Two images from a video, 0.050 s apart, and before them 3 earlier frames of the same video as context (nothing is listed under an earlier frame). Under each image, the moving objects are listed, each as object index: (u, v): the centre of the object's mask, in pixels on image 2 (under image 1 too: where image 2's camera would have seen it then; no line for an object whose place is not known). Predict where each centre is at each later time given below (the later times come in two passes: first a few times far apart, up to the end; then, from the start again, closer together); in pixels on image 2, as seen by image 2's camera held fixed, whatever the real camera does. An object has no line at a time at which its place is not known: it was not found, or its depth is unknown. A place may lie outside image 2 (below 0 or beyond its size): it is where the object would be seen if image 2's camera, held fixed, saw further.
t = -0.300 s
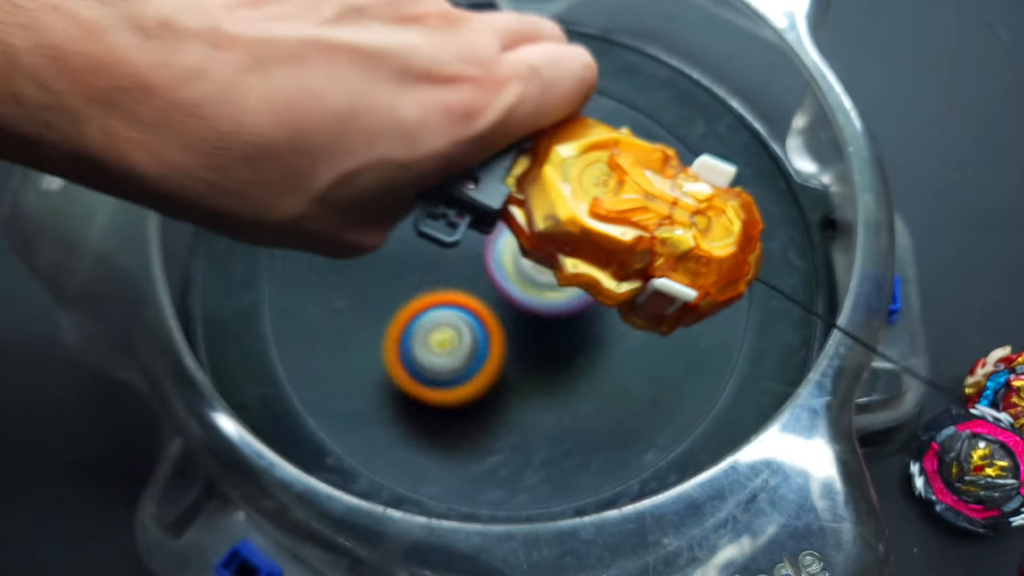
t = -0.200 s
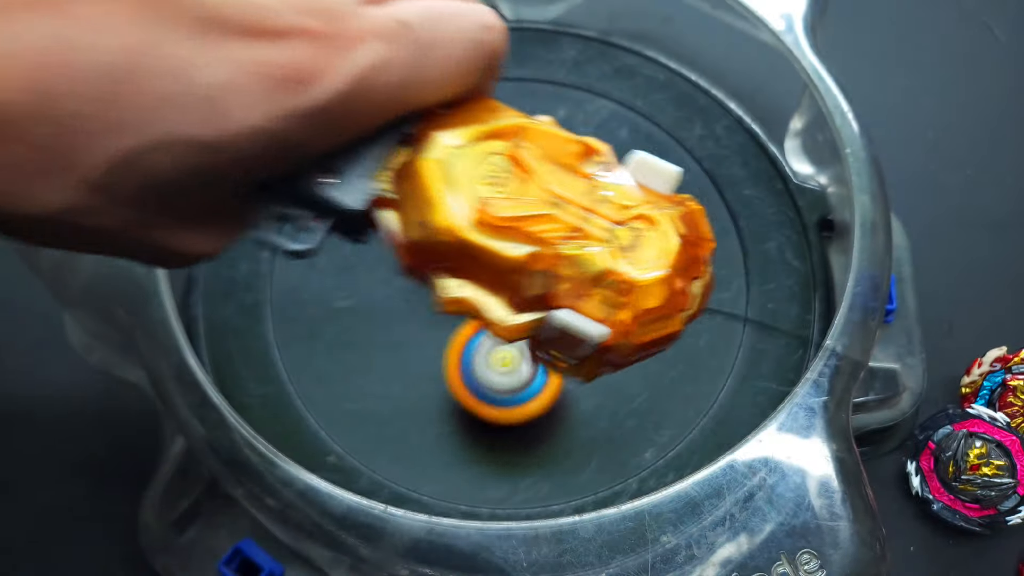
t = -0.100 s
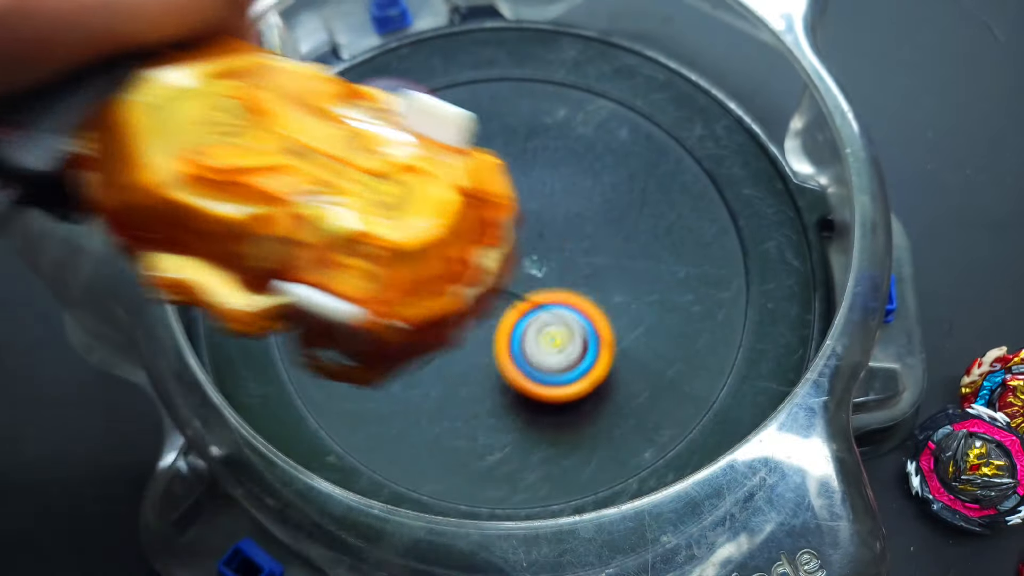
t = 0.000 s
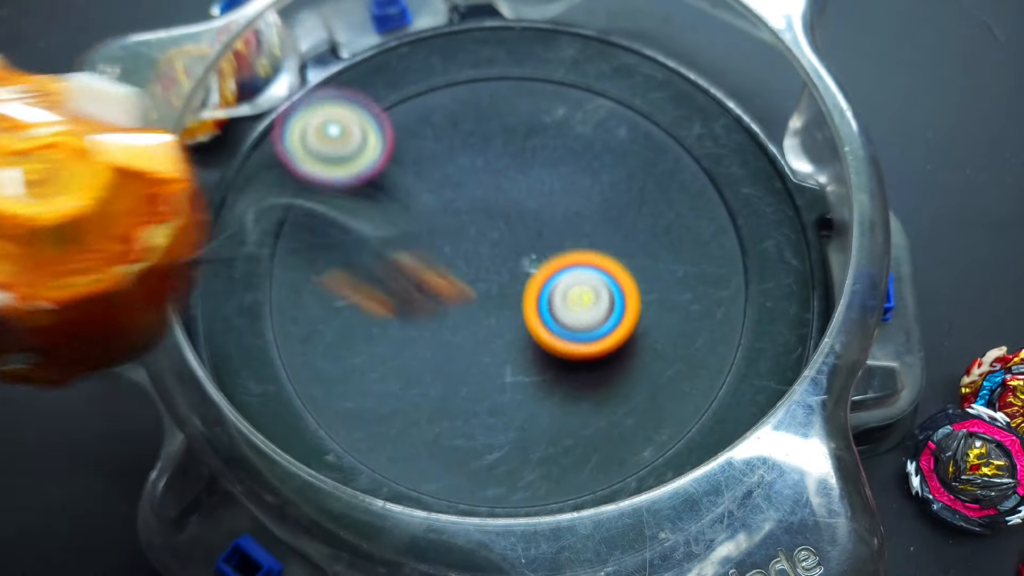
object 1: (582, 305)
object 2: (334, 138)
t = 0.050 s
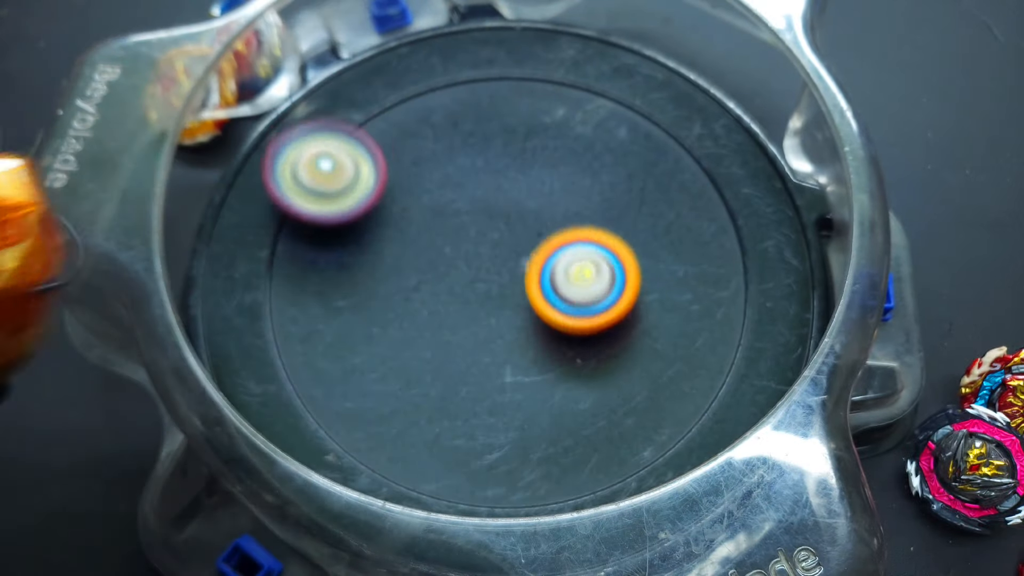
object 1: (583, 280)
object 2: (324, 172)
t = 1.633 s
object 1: (468, 371)
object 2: (334, 130)
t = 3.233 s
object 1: (429, 210)
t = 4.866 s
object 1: (517, 220)
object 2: (369, 286)
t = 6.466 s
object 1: (511, 278)
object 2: (580, 137)
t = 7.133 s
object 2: (707, 373)
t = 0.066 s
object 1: (583, 271)
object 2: (322, 186)
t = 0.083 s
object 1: (580, 264)
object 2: (319, 199)
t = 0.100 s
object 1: (578, 257)
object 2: (316, 212)
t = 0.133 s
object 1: (571, 244)
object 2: (310, 243)
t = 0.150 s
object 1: (566, 239)
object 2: (309, 258)
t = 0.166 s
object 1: (560, 233)
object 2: (308, 276)
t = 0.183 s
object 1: (554, 231)
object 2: (311, 296)
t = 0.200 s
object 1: (547, 228)
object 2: (316, 314)
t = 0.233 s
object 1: (531, 224)
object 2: (339, 350)
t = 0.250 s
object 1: (522, 224)
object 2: (355, 365)
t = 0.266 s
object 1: (513, 224)
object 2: (374, 379)
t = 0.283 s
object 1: (505, 226)
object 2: (397, 390)
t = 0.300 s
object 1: (496, 228)
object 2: (419, 397)
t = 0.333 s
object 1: (479, 235)
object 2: (472, 405)
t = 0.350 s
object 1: (472, 239)
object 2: (497, 404)
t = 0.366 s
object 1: (463, 244)
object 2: (523, 400)
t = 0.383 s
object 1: (458, 250)
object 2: (549, 393)
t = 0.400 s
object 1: (452, 255)
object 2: (572, 385)
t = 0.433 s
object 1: (443, 269)
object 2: (619, 359)
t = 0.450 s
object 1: (440, 276)
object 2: (638, 345)
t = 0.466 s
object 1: (437, 284)
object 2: (656, 327)
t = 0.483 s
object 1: (437, 291)
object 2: (672, 308)
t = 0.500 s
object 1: (437, 299)
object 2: (685, 290)
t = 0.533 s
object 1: (440, 315)
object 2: (708, 244)
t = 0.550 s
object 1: (443, 323)
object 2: (715, 223)
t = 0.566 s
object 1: (448, 331)
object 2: (720, 199)
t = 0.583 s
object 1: (453, 337)
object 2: (723, 177)
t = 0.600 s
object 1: (460, 344)
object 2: (723, 156)
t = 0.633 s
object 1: (474, 354)
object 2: (697, 122)
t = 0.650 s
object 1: (483, 358)
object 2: (681, 110)
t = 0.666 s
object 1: (493, 361)
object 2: (661, 95)
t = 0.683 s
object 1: (502, 364)
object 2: (642, 84)
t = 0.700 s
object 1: (511, 365)
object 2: (621, 73)
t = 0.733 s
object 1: (532, 364)
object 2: (574, 61)
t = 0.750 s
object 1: (541, 362)
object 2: (548, 58)
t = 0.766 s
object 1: (550, 358)
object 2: (521, 57)
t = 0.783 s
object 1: (561, 354)
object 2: (495, 58)
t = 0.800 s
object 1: (568, 350)
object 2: (470, 60)
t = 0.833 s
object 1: (584, 336)
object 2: (418, 76)
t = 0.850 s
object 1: (590, 329)
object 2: (394, 88)
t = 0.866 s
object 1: (595, 321)
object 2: (367, 103)
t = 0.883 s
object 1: (599, 312)
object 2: (346, 118)
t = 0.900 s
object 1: (603, 304)
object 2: (326, 139)
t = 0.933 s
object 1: (606, 286)
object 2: (291, 184)
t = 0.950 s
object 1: (607, 277)
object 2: (281, 210)
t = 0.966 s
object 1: (607, 267)
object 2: (273, 238)
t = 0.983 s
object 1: (605, 259)
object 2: (270, 266)
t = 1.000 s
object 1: (601, 251)
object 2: (270, 293)
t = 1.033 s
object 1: (592, 235)
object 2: (284, 349)
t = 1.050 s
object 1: (586, 229)
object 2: (297, 373)
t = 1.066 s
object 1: (577, 222)
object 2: (315, 396)
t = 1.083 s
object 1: (569, 217)
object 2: (338, 416)
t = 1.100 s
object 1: (561, 213)
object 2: (361, 432)
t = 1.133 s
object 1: (540, 207)
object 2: (418, 456)
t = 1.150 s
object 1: (530, 205)
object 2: (446, 475)
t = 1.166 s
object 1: (519, 205)
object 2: (477, 468)
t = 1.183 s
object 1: (508, 205)
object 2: (512, 483)
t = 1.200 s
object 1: (497, 205)
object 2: (546, 480)
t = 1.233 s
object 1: (476, 209)
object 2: (613, 468)
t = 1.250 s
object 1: (465, 212)
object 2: (645, 456)
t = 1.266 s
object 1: (455, 216)
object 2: (665, 430)
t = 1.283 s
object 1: (446, 221)
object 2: (693, 410)
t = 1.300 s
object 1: (437, 226)
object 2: (714, 390)
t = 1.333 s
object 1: (422, 238)
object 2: (749, 337)
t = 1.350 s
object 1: (416, 245)
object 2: (759, 310)
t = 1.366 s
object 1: (410, 253)
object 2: (762, 274)
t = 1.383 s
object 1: (405, 261)
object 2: (758, 240)
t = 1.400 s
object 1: (403, 270)
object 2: (749, 211)
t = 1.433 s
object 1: (399, 289)
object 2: (715, 151)
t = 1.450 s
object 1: (399, 297)
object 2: (692, 125)
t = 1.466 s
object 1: (400, 307)
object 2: (663, 101)
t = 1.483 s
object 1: (402, 316)
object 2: (633, 84)
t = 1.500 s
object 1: (405, 325)
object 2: (600, 71)
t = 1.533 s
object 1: (417, 341)
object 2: (529, 62)
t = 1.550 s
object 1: (424, 348)
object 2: (493, 60)
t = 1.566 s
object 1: (430, 354)
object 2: (457, 66)
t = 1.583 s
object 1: (440, 359)
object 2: (423, 74)
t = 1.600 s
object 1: (449, 364)
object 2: (392, 91)
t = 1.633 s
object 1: (468, 371)
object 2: (334, 130)
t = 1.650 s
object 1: (478, 372)
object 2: (312, 153)
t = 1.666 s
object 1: (489, 372)
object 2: (292, 180)
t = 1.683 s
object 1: (499, 372)
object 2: (278, 206)
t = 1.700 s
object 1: (508, 371)
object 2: (269, 236)
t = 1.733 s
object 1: (529, 364)
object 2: (265, 299)
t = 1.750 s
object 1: (538, 359)
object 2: (270, 330)
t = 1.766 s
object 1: (546, 354)
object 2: (282, 358)
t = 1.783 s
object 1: (553, 347)
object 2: (301, 386)
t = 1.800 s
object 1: (560, 340)
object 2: (322, 408)
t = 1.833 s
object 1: (572, 324)
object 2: (375, 444)
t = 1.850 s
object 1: (575, 316)
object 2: (402, 471)
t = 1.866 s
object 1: (578, 306)
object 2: (433, 485)
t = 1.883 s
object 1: (581, 297)
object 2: (473, 494)
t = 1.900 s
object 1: (582, 288)
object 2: (512, 495)
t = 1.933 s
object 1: (580, 270)
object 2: (593, 484)
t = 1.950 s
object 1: (577, 262)
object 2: (630, 467)
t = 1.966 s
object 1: (574, 253)
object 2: (655, 435)
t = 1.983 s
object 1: (570, 246)
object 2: (691, 410)
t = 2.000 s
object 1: (564, 240)
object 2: (719, 383)
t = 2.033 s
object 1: (551, 227)
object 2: (755, 317)
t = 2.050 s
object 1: (544, 222)
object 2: (759, 281)
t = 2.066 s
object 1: (535, 219)
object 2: (756, 243)
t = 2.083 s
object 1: (526, 214)
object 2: (745, 209)
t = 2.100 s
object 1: (517, 211)
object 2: (730, 179)
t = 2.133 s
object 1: (498, 208)
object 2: (686, 124)
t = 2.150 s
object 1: (489, 208)
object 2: (660, 104)
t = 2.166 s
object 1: (478, 207)
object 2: (628, 84)
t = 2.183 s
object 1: (469, 208)
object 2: (596, 72)
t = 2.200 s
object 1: (460, 209)
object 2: (565, 64)
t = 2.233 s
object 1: (441, 214)
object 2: (494, 62)
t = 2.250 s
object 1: (433, 217)
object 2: (463, 65)
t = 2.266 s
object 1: (426, 221)
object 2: (428, 74)
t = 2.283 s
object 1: (418, 226)
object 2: (400, 85)
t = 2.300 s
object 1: (411, 232)
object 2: (373, 101)
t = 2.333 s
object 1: (401, 244)
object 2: (324, 138)
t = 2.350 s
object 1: (396, 251)
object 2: (306, 158)
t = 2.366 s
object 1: (393, 259)
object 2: (290, 183)
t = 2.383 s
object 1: (389, 267)
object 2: (278, 207)
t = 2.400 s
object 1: (388, 275)
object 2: (269, 233)
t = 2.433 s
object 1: (389, 293)
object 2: (261, 289)
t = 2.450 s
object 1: (390, 301)
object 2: (262, 316)
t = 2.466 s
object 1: (392, 308)
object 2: (271, 343)
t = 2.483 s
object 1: (397, 316)
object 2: (285, 370)
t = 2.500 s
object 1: (401, 324)
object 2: (302, 391)
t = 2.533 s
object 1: (413, 338)
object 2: (349, 431)
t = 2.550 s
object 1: (420, 343)
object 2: (376, 446)
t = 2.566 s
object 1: (428, 347)
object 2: (400, 475)
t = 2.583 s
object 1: (438, 352)
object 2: (434, 490)
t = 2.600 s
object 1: (447, 355)
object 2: (475, 495)
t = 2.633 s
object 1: (466, 358)
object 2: (555, 493)
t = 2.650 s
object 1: (477, 358)
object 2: (594, 482)
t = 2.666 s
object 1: (487, 357)
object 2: (630, 468)
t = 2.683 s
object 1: (497, 355)
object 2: (662, 431)
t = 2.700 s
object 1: (506, 352)
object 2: (693, 408)
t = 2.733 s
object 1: (524, 342)
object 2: (741, 347)
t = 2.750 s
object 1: (533, 337)
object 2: (753, 314)
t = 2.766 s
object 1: (540, 331)
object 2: (756, 277)
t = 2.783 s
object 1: (547, 324)
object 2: (752, 240)
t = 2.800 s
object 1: (552, 317)
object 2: (742, 210)
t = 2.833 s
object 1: (563, 299)
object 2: (707, 151)
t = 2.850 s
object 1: (565, 291)
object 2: (686, 127)
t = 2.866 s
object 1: (567, 283)
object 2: (658, 106)
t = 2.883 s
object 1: (568, 274)
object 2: (630, 88)
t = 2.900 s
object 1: (567, 265)
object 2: (601, 76)
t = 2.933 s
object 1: (564, 249)
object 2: (535, 63)
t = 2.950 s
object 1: (561, 241)
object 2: (504, 61)
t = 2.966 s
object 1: (556, 235)
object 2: (471, 63)
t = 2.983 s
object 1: (550, 228)
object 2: (442, 68)
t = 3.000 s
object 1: (545, 222)
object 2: (415, 78)
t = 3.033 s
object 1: (531, 212)
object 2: (364, 103)
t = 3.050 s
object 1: (523, 209)
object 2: (343, 119)
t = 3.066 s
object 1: (514, 206)
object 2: (322, 139)
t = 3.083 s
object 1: (505, 203)
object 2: (304, 157)
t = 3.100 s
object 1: (497, 201)
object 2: (290, 177)
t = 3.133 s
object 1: (479, 199)
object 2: (268, 224)
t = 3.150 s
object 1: (470, 199)
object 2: (263, 247)
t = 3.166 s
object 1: (461, 200)
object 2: (260, 273)
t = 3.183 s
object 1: (452, 201)
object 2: (262, 301)
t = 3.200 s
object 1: (444, 203)
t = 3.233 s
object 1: (429, 210)
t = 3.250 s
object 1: (422, 215)
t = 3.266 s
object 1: (416, 220)
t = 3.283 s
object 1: (411, 225)
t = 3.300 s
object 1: (407, 232)
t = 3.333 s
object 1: (402, 246)
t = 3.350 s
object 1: (401, 254)
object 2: (485, 494)
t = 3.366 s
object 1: (400, 262)
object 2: (520, 496)
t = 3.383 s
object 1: (402, 269)
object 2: (563, 493)
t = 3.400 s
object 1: (404, 277)
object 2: (601, 479)
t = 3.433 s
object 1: (412, 292)
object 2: (662, 430)
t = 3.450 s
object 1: (416, 299)
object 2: (692, 408)
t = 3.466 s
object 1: (422, 305)
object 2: (714, 386)
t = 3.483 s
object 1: (429, 310)
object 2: (735, 356)
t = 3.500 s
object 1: (437, 314)
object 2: (747, 327)
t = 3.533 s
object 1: (453, 321)
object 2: (752, 262)
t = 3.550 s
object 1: (461, 322)
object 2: (747, 233)
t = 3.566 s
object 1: (470, 323)
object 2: (737, 204)
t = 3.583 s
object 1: (479, 322)
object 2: (722, 176)
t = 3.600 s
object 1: (489, 321)
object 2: (707, 154)
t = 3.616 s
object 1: (498, 319)
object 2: (685, 130)
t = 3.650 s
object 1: (514, 313)
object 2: (642, 95)
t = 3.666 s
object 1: (521, 309)
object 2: (615, 81)
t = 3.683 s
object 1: (527, 303)
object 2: (589, 72)
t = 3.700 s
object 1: (533, 298)
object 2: (564, 66)
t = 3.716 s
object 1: (539, 292)
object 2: (535, 63)
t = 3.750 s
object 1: (546, 279)
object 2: (485, 61)
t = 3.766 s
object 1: (548, 273)
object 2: (461, 64)
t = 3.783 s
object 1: (549, 266)
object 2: (438, 67)
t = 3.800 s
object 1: (549, 259)
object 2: (419, 75)
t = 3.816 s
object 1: (549, 252)
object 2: (398, 84)
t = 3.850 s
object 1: (546, 242)
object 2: (362, 107)
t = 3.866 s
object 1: (545, 239)
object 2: (345, 122)
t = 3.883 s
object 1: (542, 236)
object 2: (332, 138)
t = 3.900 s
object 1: (538, 232)
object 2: (320, 156)
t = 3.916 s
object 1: (534, 228)
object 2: (311, 176)
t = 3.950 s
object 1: (525, 222)
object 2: (300, 220)
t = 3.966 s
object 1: (519, 219)
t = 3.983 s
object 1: (512, 217)
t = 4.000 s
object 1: (506, 216)
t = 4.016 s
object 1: (498, 215)
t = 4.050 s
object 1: (483, 213)
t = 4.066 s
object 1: (476, 214)
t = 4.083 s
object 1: (468, 215)
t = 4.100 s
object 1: (462, 217)
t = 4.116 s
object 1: (455, 221)
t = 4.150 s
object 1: (445, 228)
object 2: (495, 464)
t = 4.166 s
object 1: (441, 232)
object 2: (526, 484)
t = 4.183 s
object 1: (438, 238)
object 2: (562, 493)
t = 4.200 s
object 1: (436, 243)
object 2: (593, 482)
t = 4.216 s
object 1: (435, 249)
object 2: (619, 467)
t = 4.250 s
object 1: (435, 263)
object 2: (669, 425)
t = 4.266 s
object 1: (437, 268)
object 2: (690, 409)
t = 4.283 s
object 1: (440, 274)
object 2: (713, 387)
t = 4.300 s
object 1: (444, 280)
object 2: (729, 365)
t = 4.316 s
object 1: (449, 284)
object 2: (741, 341)
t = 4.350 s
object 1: (460, 293)
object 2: (752, 286)
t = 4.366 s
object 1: (466, 296)
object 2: (751, 261)
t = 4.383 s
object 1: (473, 299)
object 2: (747, 233)
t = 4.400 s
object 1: (480, 300)
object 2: (738, 210)
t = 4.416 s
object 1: (487, 300)
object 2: (729, 186)
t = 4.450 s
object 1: (503, 299)
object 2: (702, 147)
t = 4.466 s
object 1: (510, 298)
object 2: (684, 128)
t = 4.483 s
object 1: (517, 295)
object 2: (668, 112)
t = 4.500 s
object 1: (524, 293)
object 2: (650, 99)
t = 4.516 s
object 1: (529, 289)
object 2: (627, 89)
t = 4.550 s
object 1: (538, 280)
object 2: (590, 72)
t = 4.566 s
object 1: (542, 274)
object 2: (572, 66)
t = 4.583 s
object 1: (545, 269)
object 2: (554, 63)
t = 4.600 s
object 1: (547, 264)
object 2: (537, 62)
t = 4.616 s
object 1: (548, 258)
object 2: (518, 63)
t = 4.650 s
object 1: (546, 249)
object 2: (484, 69)
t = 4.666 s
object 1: (544, 245)
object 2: (466, 76)
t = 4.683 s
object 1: (545, 241)
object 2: (450, 86)
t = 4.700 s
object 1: (546, 238)
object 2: (434, 96)
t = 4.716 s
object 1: (546, 234)
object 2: (420, 110)
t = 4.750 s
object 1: (545, 229)
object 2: (396, 140)
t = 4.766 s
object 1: (544, 227)
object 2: (385, 159)
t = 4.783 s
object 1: (541, 226)
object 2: (377, 178)
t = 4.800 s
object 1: (537, 225)
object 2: (371, 197)
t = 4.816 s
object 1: (533, 223)
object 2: (366, 219)
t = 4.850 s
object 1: (522, 221)
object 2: (365, 265)
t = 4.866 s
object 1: (517, 220)
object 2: (369, 286)
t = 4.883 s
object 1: (510, 220)
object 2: (374, 310)
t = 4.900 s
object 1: (504, 221)
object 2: (383, 332)
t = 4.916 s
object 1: (497, 222)
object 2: (393, 352)
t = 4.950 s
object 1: (484, 226)
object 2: (424, 393)
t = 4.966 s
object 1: (477, 229)
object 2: (442, 409)
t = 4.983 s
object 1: (471, 232)
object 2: (462, 425)
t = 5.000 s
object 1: (467, 235)
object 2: (484, 438)
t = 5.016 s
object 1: (464, 239)
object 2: (506, 447)
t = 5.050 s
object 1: (461, 249)
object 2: (556, 456)
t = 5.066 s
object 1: (461, 253)
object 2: (579, 456)
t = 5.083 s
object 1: (461, 259)
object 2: (604, 454)
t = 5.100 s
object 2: (626, 447)
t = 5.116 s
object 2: (643, 437)
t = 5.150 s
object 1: (469, 279)
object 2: (681, 410)
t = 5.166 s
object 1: (473, 283)
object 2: (697, 397)
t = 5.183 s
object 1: (477, 286)
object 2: (713, 382)
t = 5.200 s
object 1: (482, 289)
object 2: (725, 363)
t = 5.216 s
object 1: (488, 291)
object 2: (733, 346)
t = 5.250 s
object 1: (500, 295)
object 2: (746, 305)
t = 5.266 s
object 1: (506, 295)
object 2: (746, 286)
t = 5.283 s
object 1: (512, 295)
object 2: (748, 264)
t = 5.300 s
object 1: (518, 294)
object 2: (746, 245)
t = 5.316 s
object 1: (524, 293)
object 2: (741, 227)
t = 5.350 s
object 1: (533, 287)
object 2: (731, 193)
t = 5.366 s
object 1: (536, 284)
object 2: (721, 177)
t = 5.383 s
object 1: (540, 280)
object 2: (710, 163)
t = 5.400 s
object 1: (542, 276)
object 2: (700, 152)
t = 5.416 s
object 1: (543, 272)
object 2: (687, 141)
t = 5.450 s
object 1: (542, 263)
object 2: (660, 126)
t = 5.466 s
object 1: (541, 259)
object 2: (644, 121)
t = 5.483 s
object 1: (539, 255)
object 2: (627, 118)
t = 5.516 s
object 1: (532, 252)
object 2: (594, 118)
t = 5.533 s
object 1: (526, 251)
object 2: (577, 121)
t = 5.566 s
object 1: (515, 248)
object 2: (542, 131)
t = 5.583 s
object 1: (511, 247)
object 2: (524, 139)
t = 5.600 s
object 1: (507, 251)
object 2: (508, 145)
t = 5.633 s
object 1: (498, 263)
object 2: (473, 153)
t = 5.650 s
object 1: (495, 269)
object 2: (456, 159)
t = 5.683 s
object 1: (489, 279)
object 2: (423, 177)
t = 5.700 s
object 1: (487, 283)
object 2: (409, 188)
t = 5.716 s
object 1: (485, 287)
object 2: (396, 200)
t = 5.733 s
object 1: (484, 290)
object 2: (383, 215)
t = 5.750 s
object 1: (484, 293)
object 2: (374, 230)
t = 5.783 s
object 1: (486, 297)
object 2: (358, 265)
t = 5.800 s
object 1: (488, 299)
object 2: (353, 283)
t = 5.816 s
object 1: (490, 300)
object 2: (352, 302)
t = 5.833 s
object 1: (494, 301)
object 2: (352, 323)
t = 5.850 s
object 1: (498, 302)
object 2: (355, 343)
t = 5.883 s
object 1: (506, 304)
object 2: (369, 383)
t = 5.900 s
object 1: (509, 305)
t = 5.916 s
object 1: (512, 305)
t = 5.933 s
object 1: (515, 304)
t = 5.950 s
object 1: (518, 304)
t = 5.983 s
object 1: (523, 302)
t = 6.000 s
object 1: (524, 301)
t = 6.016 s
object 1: (525, 299)
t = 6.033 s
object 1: (526, 297)
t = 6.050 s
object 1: (526, 296)
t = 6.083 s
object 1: (527, 293)
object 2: (625, 446)
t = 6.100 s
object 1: (528, 291)
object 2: (647, 434)
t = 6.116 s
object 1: (528, 290)
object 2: (666, 421)
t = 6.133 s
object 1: (528, 288)
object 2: (686, 406)
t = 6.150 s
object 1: (528, 286)
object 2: (705, 390)
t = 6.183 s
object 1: (528, 284)
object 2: (729, 353)
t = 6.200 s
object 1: (527, 283)
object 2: (739, 333)
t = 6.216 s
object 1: (526, 282)
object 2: (745, 315)
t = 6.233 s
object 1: (525, 281)
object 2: (747, 292)
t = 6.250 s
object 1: (525, 281)
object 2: (747, 273)
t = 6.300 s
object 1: (521, 279)
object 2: (736, 222)
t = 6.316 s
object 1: (520, 279)
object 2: (728, 207)
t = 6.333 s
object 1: (519, 279)
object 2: (716, 192)
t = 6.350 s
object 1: (518, 278)
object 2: (703, 181)
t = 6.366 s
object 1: (517, 278)
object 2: (689, 169)
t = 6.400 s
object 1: (514, 278)
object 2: (655, 152)
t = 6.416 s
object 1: (514, 278)
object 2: (637, 146)
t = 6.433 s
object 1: (513, 277)
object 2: (618, 141)
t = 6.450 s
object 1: (512, 277)
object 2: (599, 138)
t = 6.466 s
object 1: (511, 278)
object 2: (580, 137)
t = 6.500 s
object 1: (510, 278)
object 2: (539, 139)
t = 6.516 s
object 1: (509, 278)
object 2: (519, 141)
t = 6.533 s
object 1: (508, 278)
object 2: (497, 145)
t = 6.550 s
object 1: (508, 279)
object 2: (478, 150)
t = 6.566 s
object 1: (507, 279)
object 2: (457, 156)
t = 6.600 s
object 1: (506, 280)
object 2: (419, 173)
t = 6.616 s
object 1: (505, 280)
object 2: (401, 183)
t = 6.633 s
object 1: (505, 280)
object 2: (383, 196)
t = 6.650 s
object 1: (504, 281)
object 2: (368, 209)
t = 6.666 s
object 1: (504, 281)
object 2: (354, 224)
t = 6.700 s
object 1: (503, 282)
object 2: (331, 258)
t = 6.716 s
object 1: (503, 282)
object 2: (323, 276)
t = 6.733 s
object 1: (503, 283)
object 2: (316, 296)
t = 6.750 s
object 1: (503, 284)
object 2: (312, 317)
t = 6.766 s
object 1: (503, 284)
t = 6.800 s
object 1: (503, 284)
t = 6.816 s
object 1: (503, 284)
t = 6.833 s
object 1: (503, 284)
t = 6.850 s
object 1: (503, 284)
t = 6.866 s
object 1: (503, 284)
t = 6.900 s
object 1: (503, 284)
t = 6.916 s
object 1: (502, 283)
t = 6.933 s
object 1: (502, 283)
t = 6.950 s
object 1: (502, 283)
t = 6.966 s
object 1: (501, 283)
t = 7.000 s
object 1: (501, 282)
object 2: (571, 463)
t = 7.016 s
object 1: (500, 282)
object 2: (594, 457)
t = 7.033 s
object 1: (500, 282)
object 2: (616, 448)
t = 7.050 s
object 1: (499, 282)
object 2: (637, 438)
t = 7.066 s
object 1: (499, 281)
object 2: (654, 428)
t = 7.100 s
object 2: (688, 401)
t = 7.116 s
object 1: (497, 280)
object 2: (698, 389)
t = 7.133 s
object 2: (707, 373)
